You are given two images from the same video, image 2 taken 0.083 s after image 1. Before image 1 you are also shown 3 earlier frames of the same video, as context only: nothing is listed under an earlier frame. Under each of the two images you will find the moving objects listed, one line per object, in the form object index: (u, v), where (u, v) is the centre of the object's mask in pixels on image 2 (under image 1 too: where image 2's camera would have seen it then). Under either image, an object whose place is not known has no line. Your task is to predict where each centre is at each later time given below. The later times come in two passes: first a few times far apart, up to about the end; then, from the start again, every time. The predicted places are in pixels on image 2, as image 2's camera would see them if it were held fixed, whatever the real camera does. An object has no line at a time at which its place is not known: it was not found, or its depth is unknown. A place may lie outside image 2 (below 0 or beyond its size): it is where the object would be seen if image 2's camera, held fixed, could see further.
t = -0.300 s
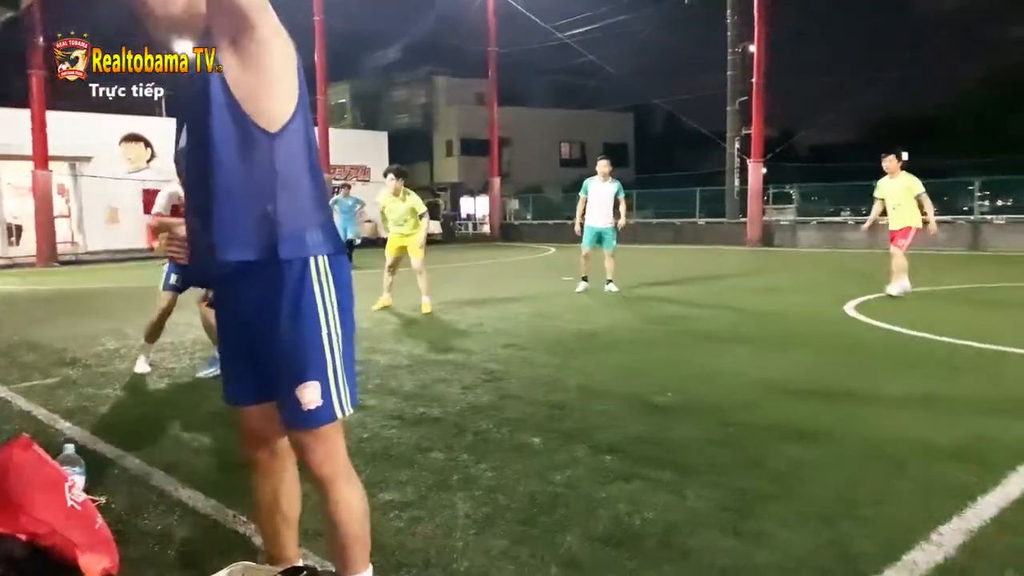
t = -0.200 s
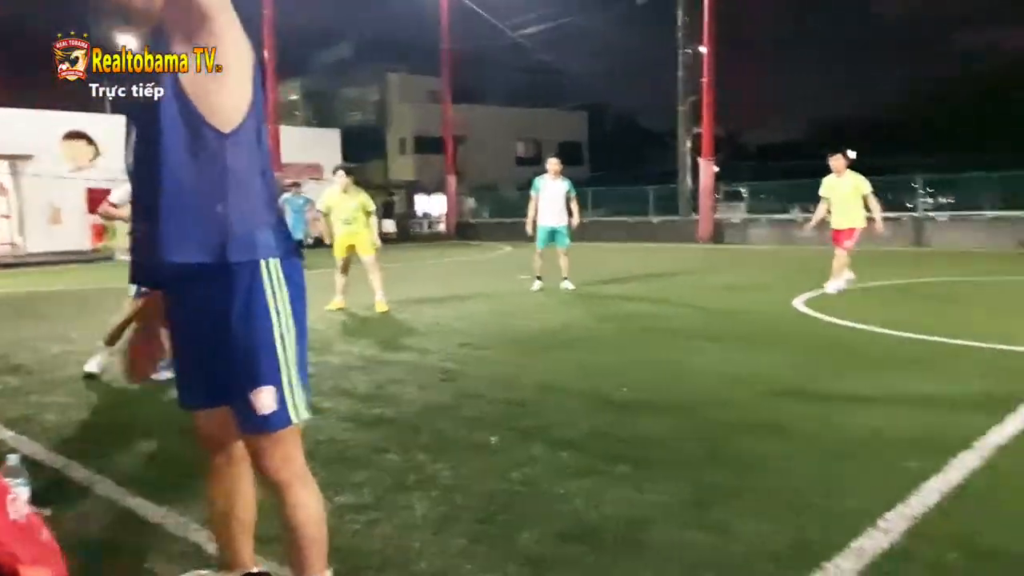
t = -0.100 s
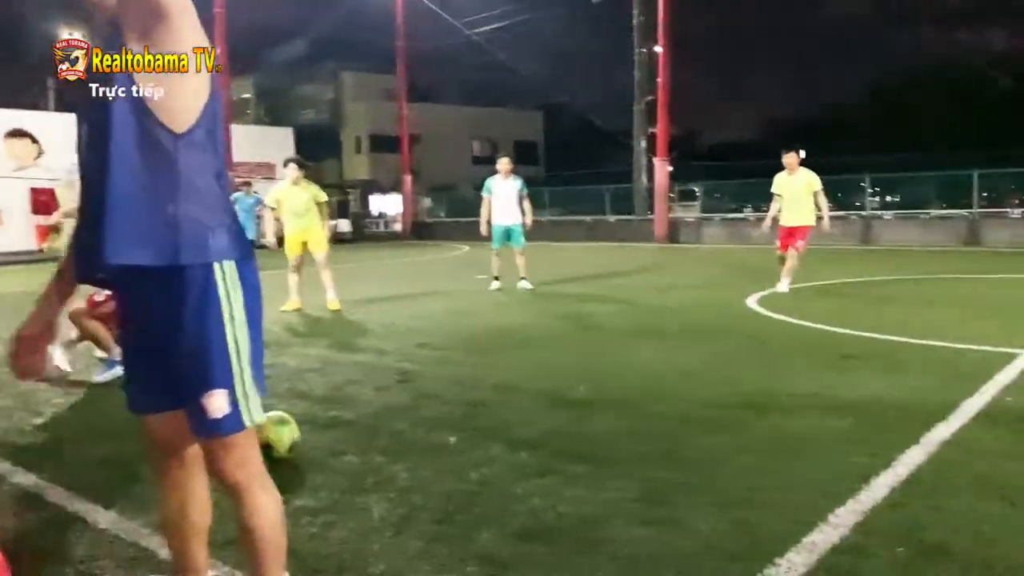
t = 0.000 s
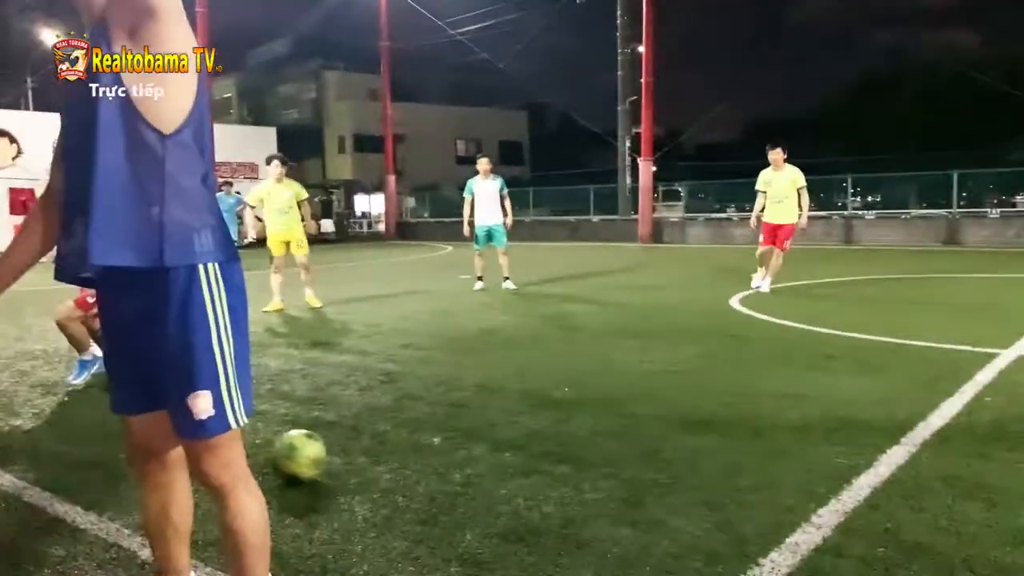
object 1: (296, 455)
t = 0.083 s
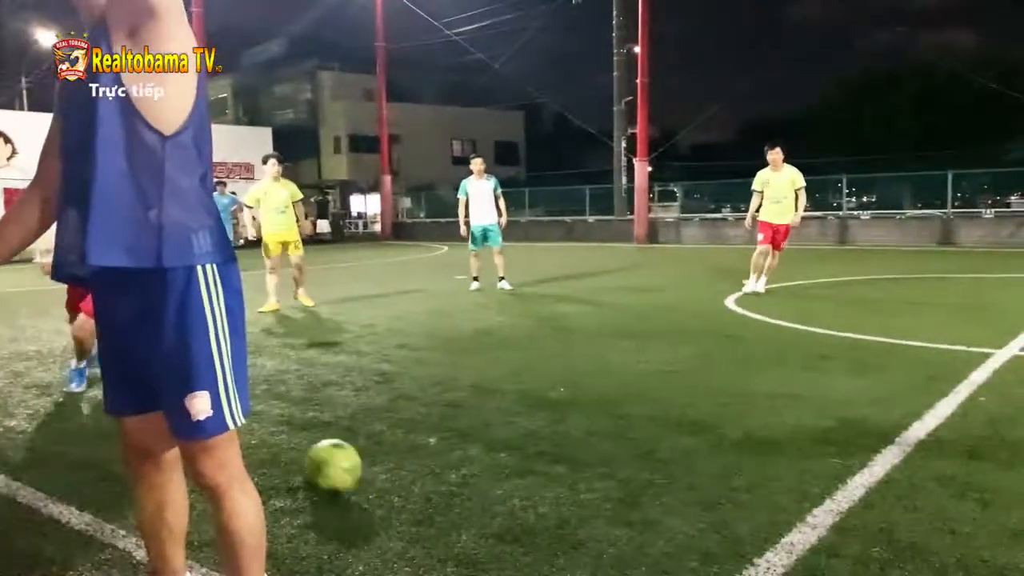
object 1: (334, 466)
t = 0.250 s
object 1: (428, 508)
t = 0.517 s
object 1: (641, 564)
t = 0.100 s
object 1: (341, 471)
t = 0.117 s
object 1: (350, 475)
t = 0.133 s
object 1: (359, 480)
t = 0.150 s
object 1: (369, 482)
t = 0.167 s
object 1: (378, 483)
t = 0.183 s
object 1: (387, 486)
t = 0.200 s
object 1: (399, 489)
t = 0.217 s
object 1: (406, 495)
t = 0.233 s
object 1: (418, 502)
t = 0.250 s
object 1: (428, 508)
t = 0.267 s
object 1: (439, 514)
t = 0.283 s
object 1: (451, 517)
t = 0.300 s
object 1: (462, 518)
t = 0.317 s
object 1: (473, 521)
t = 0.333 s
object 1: (484, 526)
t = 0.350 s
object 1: (496, 531)
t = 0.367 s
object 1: (509, 539)
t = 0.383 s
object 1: (521, 545)
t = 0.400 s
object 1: (536, 545)
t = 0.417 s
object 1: (550, 546)
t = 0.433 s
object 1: (564, 549)
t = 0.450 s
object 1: (578, 551)
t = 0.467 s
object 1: (594, 552)
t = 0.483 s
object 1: (612, 559)
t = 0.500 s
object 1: (625, 561)
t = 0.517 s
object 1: (641, 564)
